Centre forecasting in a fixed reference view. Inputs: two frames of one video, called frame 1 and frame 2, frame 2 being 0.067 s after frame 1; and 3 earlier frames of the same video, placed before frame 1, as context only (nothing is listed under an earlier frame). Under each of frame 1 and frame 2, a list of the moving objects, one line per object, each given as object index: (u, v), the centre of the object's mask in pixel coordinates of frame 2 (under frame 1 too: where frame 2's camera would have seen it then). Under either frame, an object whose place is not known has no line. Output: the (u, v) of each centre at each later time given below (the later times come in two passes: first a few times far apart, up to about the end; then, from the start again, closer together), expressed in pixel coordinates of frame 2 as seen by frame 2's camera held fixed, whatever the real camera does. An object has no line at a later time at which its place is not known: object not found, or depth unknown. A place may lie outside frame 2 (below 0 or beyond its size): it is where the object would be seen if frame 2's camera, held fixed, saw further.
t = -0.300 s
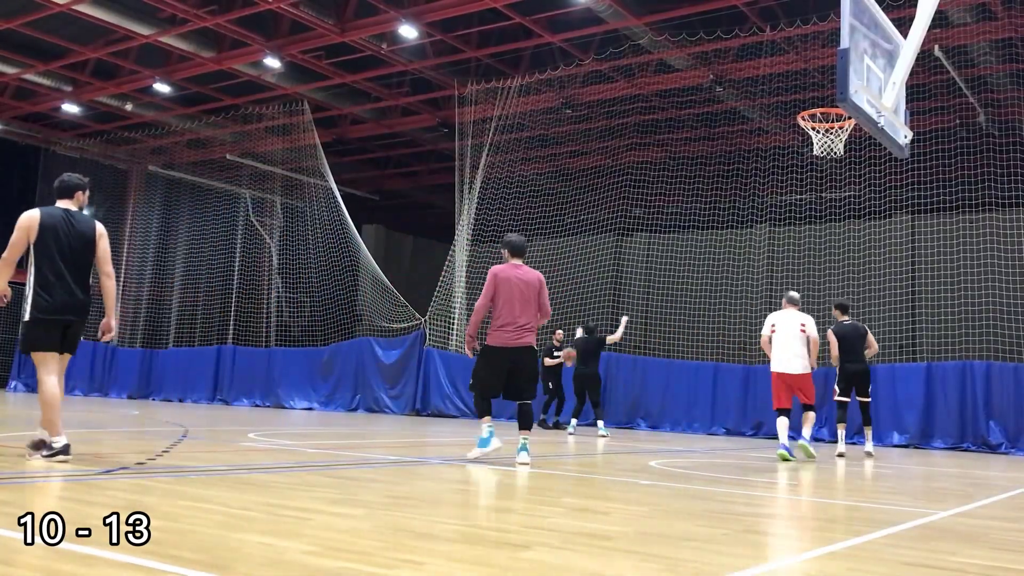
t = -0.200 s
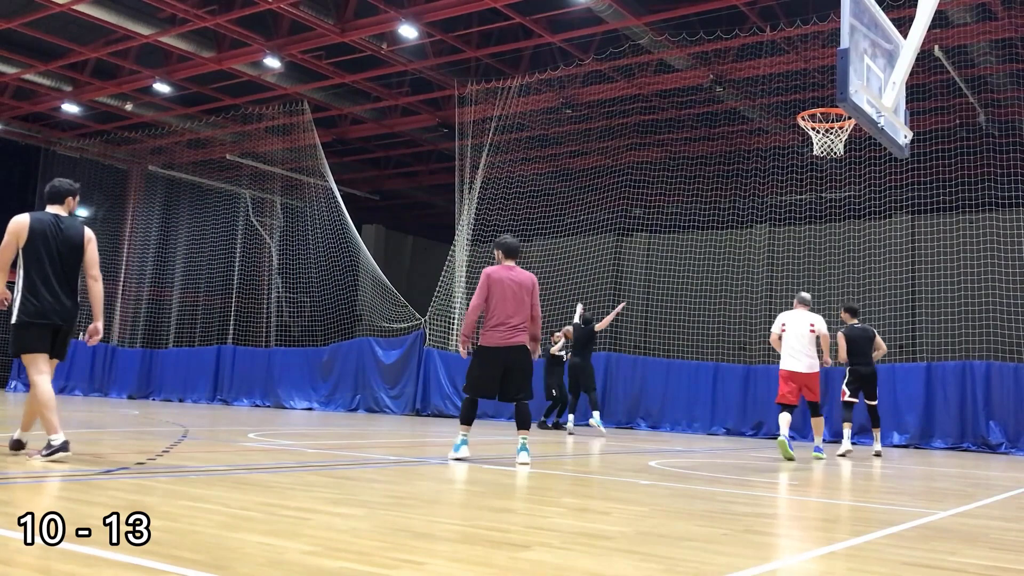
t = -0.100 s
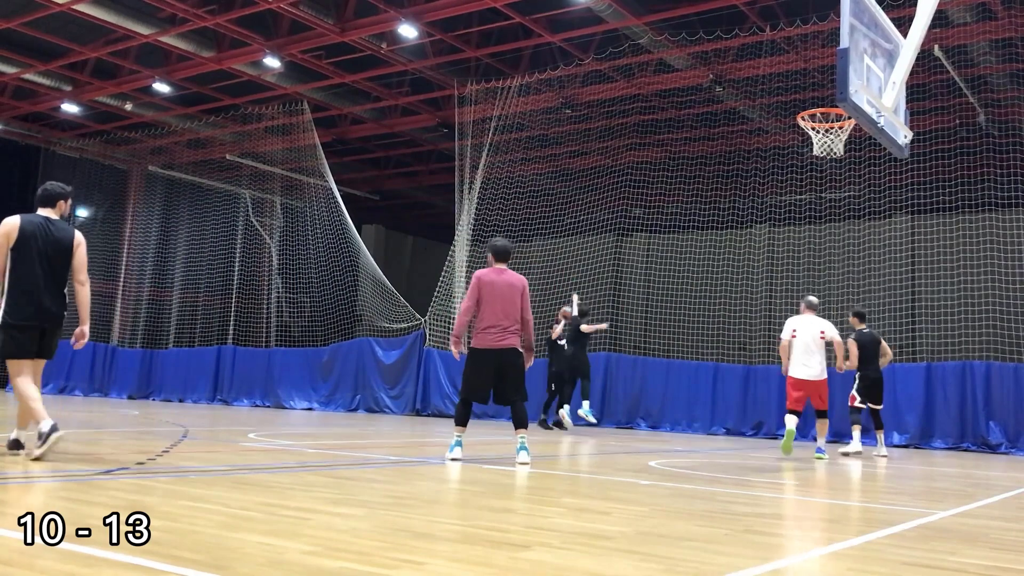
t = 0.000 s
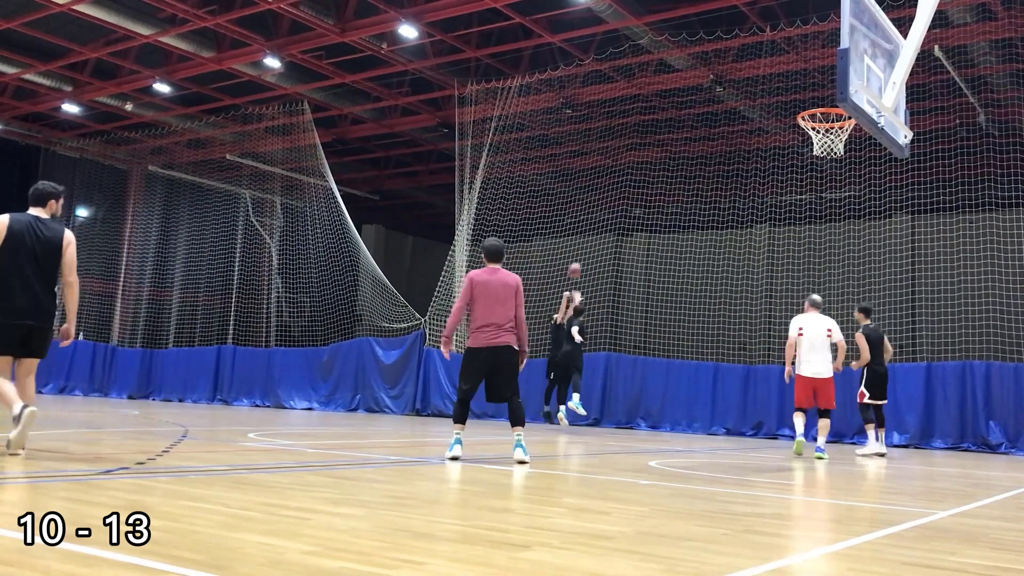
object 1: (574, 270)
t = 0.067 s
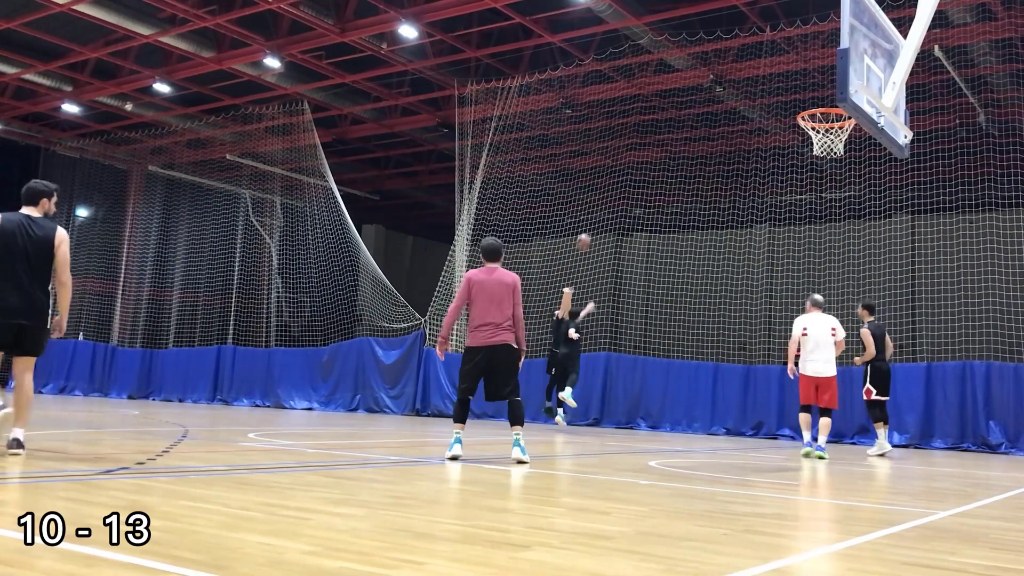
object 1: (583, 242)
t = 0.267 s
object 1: (609, 164)
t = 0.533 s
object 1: (646, 85)
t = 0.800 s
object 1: (689, 42)
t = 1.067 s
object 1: (741, 53)
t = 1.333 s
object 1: (755, 110)
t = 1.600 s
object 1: (592, 130)
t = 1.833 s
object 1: (462, 201)
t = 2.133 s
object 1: (304, 360)
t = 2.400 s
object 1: (201, 333)
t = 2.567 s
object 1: (152, 273)
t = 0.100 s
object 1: (588, 227)
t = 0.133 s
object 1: (591, 214)
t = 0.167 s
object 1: (596, 201)
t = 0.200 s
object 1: (600, 188)
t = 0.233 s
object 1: (604, 176)
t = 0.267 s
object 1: (609, 164)
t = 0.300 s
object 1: (613, 153)
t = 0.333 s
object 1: (618, 142)
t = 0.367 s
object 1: (622, 130)
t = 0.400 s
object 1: (627, 121)
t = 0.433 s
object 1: (631, 111)
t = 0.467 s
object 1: (636, 102)
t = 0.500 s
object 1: (641, 93)
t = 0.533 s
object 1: (646, 85)
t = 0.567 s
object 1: (651, 77)
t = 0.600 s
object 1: (656, 70)
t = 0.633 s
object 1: (661, 64)
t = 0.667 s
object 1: (666, 59)
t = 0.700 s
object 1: (672, 54)
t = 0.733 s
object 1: (678, 47)
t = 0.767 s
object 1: (683, 45)
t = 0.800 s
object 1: (689, 42)
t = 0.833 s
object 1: (695, 40)
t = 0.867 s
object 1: (701, 39)
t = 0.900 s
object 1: (707, 39)
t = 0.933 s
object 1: (714, 40)
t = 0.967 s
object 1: (721, 42)
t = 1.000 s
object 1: (726, 44)
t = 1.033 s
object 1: (734, 48)
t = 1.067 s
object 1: (741, 53)
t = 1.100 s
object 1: (748, 59)
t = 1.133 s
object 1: (756, 66)
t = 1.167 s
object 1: (764, 75)
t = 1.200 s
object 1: (772, 85)
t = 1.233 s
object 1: (781, 97)
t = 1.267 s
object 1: (789, 110)
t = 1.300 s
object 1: (777, 112)
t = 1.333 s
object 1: (755, 110)
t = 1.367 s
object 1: (734, 108)
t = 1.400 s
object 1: (714, 108)
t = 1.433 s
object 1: (692, 109)
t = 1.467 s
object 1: (672, 111)
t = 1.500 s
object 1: (652, 114)
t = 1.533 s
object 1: (632, 118)
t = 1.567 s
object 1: (611, 124)
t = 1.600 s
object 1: (592, 130)
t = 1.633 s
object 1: (574, 137)
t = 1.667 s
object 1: (554, 146)
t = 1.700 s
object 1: (535, 155)
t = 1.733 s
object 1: (517, 166)
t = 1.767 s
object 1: (498, 176)
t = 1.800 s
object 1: (481, 188)
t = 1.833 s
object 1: (462, 201)
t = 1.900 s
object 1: (426, 230)
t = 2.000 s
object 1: (374, 279)
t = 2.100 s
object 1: (321, 338)
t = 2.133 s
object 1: (304, 360)
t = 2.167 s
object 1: (285, 381)
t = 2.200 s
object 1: (268, 404)
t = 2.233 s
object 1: (252, 427)
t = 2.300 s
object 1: (231, 385)
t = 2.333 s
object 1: (222, 367)
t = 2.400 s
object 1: (201, 333)
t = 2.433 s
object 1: (191, 319)
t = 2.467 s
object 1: (183, 306)
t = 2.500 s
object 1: (172, 294)
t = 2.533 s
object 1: (162, 283)
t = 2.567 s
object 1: (152, 273)
